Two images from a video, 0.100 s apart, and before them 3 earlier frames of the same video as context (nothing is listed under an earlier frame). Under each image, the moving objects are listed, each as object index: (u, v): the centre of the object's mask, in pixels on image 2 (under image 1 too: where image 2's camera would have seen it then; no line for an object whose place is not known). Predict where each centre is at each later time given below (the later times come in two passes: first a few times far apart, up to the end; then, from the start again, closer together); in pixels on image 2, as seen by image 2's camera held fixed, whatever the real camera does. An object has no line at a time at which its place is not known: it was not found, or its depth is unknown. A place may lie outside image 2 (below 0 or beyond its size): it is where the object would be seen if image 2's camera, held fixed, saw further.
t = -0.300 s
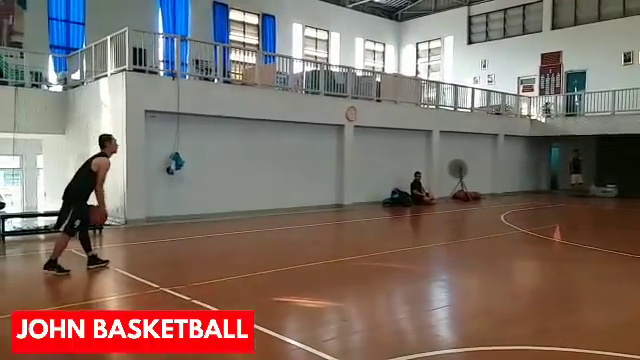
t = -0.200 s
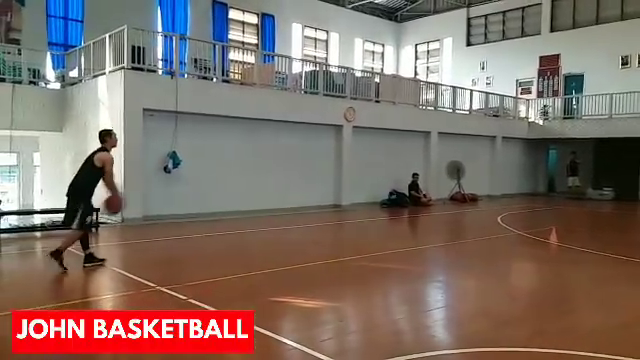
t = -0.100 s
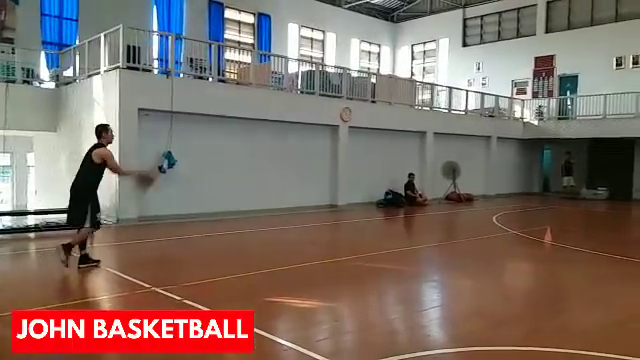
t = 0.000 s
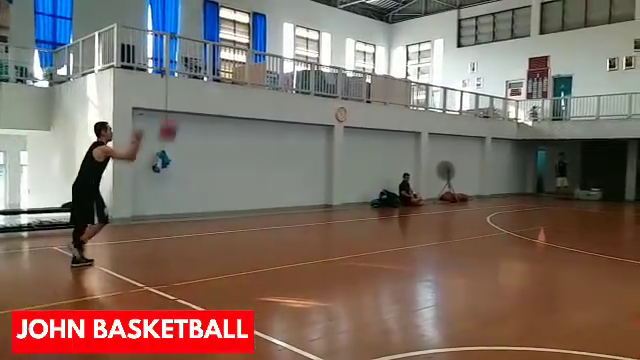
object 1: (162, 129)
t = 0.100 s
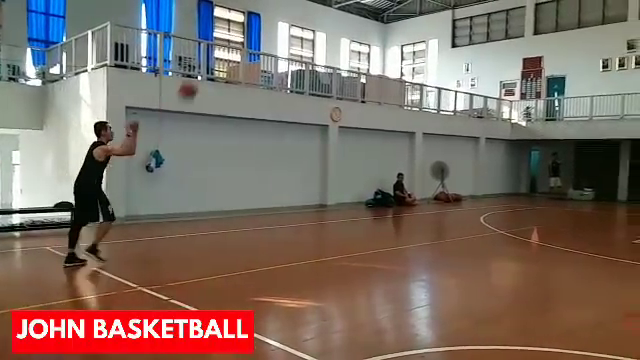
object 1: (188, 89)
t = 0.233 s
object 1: (220, 49)
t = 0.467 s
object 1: (270, 15)
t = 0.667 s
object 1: (308, 15)
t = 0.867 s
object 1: (343, 40)
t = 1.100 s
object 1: (379, 99)
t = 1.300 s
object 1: (408, 168)
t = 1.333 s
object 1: (411, 181)
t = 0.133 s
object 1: (196, 80)
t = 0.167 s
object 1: (204, 68)
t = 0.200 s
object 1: (209, 59)
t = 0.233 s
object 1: (220, 49)
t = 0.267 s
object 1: (226, 43)
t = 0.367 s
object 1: (249, 24)
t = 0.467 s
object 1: (270, 15)
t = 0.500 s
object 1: (277, 13)
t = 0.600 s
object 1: (296, 12)
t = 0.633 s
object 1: (302, 13)
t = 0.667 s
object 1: (308, 15)
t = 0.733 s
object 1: (321, 21)
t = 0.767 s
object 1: (326, 24)
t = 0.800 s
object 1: (332, 29)
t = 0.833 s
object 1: (338, 35)
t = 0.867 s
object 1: (343, 40)
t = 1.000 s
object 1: (364, 71)
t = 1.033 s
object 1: (370, 80)
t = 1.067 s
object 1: (375, 89)
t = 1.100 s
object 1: (379, 99)
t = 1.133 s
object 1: (384, 109)
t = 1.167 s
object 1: (389, 120)
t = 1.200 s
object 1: (393, 132)
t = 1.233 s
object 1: (398, 144)
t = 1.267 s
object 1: (403, 156)
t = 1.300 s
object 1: (408, 168)
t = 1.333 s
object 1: (411, 181)
